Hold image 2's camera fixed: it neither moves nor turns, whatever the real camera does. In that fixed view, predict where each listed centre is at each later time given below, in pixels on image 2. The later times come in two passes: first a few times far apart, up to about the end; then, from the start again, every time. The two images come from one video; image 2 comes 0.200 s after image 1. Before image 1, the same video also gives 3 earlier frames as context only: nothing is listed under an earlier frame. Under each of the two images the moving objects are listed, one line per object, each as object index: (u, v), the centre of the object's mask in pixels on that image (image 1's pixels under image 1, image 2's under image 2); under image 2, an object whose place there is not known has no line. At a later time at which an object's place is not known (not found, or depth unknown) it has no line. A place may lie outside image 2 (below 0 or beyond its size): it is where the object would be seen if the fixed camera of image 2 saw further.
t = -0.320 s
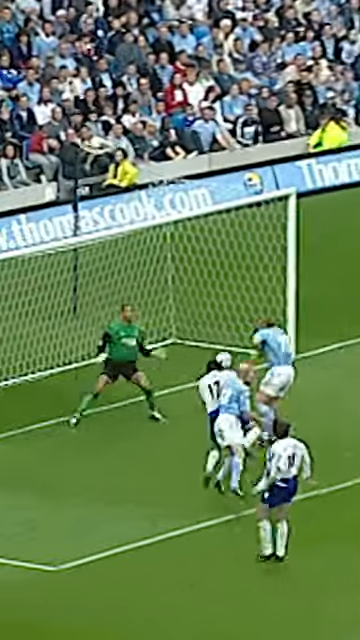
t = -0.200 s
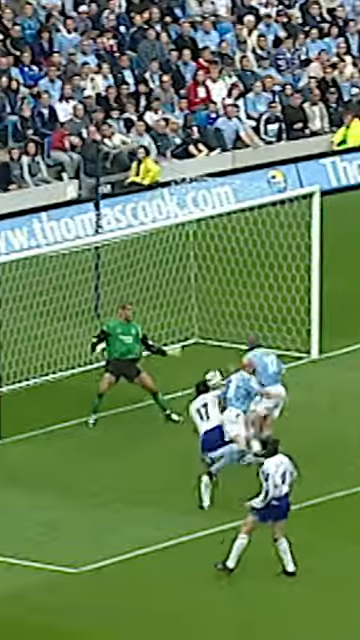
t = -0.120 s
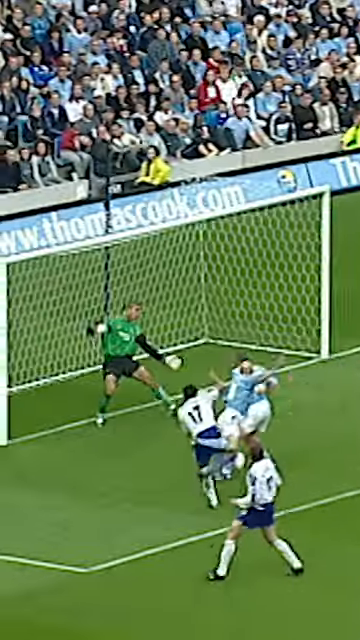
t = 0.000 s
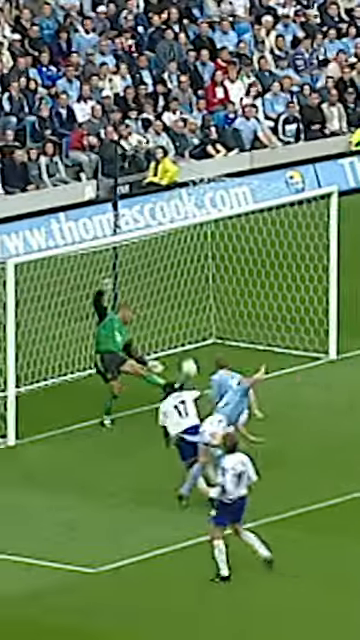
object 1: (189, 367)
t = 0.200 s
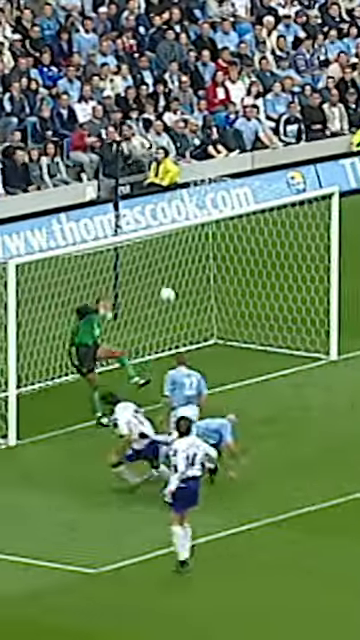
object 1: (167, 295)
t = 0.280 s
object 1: (159, 274)
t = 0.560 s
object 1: (140, 245)
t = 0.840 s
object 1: (181, 263)
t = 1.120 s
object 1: (232, 332)
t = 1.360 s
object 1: (250, 300)
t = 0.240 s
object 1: (163, 283)
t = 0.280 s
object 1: (159, 274)
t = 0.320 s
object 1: (154, 267)
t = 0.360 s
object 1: (149, 262)
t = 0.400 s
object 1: (146, 257)
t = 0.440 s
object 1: (142, 254)
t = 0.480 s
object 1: (140, 250)
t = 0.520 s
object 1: (139, 247)
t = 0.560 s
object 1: (140, 245)
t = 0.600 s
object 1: (142, 244)
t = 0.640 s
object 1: (147, 244)
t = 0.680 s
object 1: (152, 245)
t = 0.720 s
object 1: (159, 248)
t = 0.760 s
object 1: (166, 252)
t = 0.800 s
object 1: (173, 256)
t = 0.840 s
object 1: (181, 263)
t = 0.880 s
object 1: (189, 269)
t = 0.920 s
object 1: (194, 277)
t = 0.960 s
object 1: (202, 287)
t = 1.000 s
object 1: (209, 296)
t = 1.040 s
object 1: (216, 308)
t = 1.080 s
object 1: (224, 319)
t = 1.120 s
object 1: (232, 332)
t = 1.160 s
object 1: (237, 340)
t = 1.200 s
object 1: (240, 329)
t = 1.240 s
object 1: (243, 320)
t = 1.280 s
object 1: (245, 312)
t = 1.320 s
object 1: (247, 306)
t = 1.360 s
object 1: (250, 300)
